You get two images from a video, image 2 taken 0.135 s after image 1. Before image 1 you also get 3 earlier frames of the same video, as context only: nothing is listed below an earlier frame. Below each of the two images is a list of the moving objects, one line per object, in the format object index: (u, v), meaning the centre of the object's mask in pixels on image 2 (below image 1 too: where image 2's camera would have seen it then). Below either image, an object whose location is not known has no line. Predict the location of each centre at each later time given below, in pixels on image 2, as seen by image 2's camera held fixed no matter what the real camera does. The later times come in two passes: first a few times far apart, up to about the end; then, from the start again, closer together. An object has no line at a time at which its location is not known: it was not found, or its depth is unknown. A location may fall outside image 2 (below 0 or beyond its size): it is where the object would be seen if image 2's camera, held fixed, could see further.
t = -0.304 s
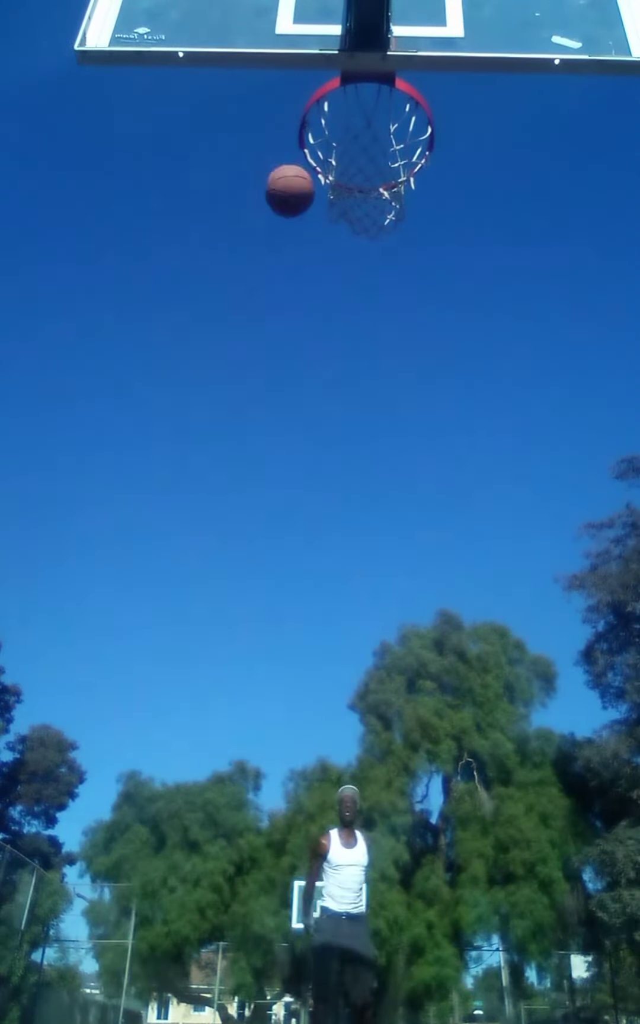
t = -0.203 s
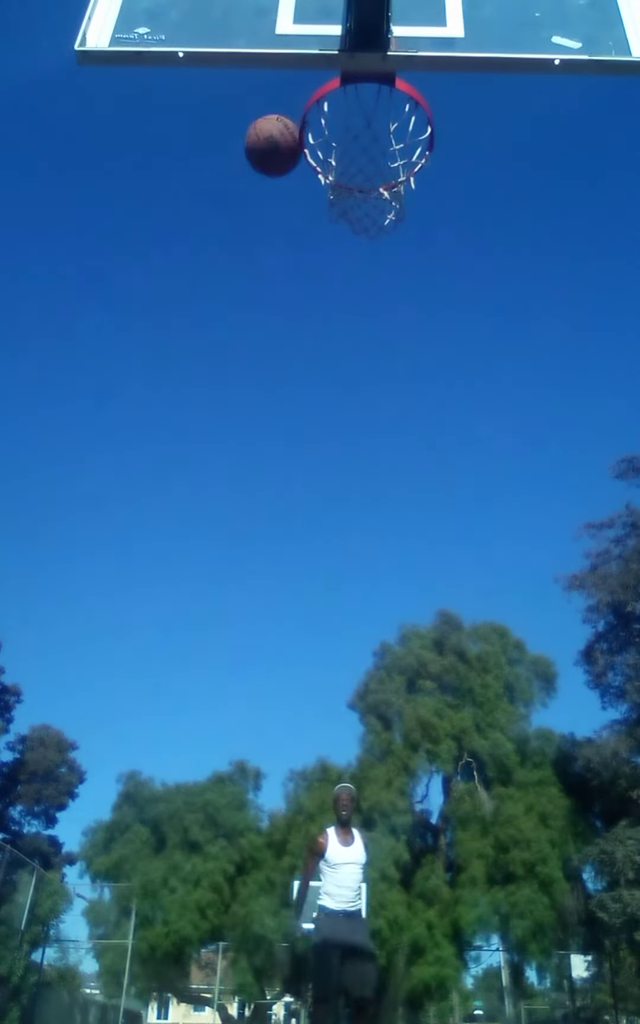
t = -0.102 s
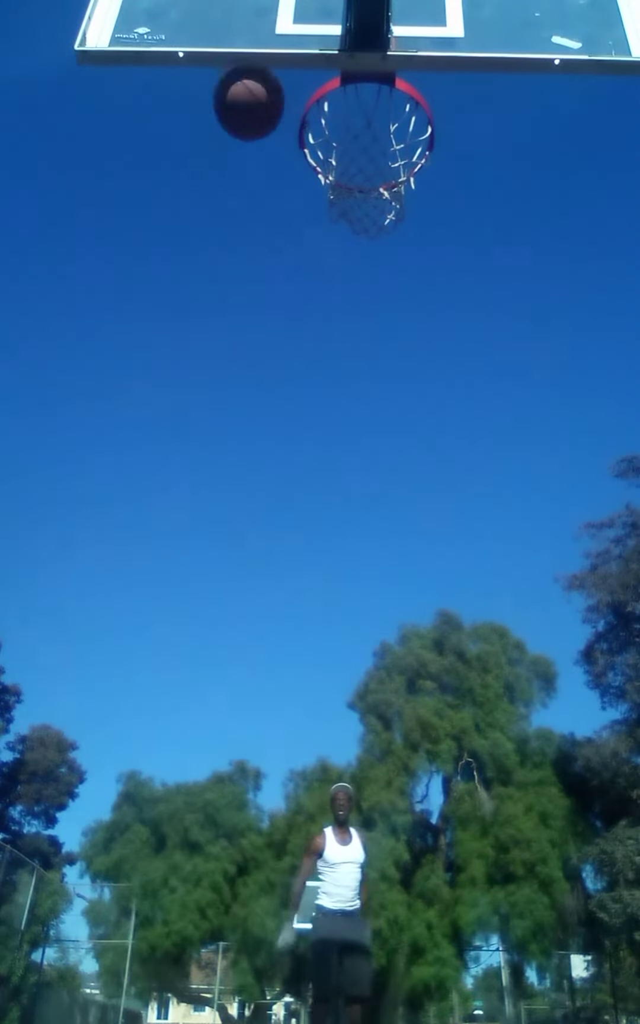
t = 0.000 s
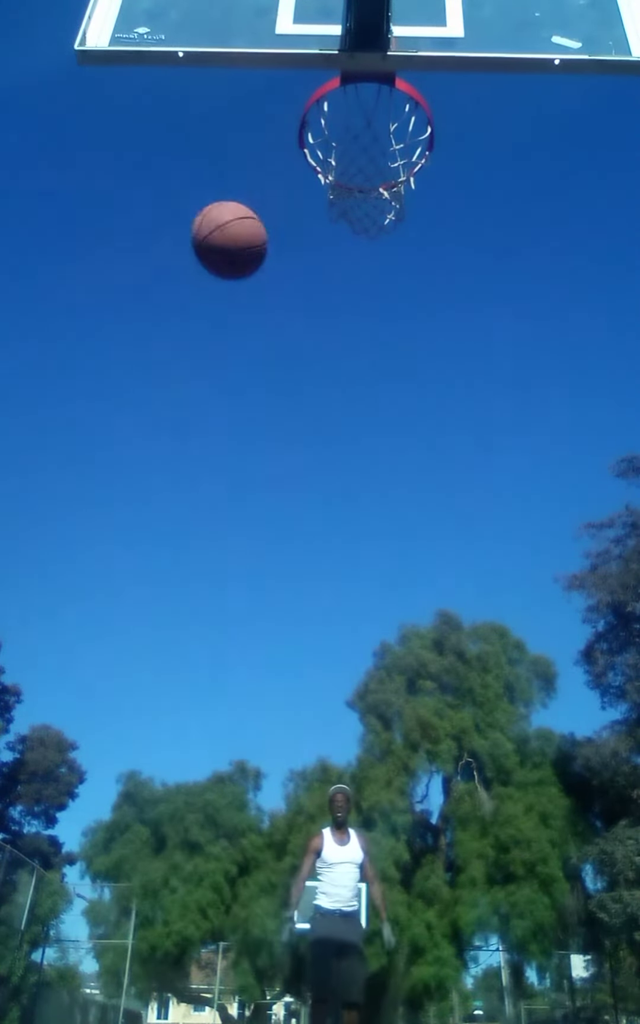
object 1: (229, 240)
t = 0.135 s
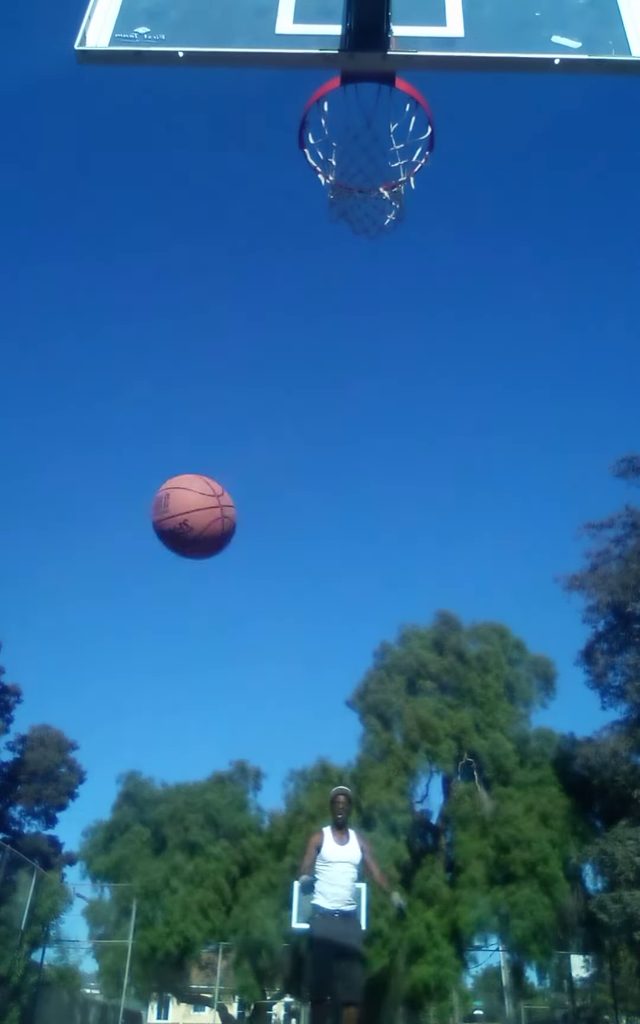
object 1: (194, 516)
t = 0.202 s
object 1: (169, 700)
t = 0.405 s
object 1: (158, 814)
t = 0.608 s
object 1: (202, 560)
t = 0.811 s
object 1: (218, 488)
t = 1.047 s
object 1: (222, 507)
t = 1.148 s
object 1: (220, 540)
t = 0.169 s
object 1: (182, 603)
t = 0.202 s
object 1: (169, 700)
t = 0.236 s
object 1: (154, 809)
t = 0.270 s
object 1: (136, 934)
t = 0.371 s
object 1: (146, 894)
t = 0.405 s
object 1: (158, 814)
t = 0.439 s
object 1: (170, 749)
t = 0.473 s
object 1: (179, 696)
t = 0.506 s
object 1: (186, 651)
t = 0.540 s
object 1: (192, 615)
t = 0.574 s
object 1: (197, 585)
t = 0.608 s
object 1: (202, 560)
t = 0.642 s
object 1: (206, 540)
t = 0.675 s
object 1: (209, 523)
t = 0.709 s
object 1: (212, 510)
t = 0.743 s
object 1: (214, 500)
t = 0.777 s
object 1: (216, 493)
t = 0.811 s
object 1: (218, 488)
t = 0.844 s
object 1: (219, 485)
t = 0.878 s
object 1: (220, 484)
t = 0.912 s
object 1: (221, 485)
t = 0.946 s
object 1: (222, 487)
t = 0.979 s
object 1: (222, 493)
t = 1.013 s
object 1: (222, 499)
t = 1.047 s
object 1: (222, 507)
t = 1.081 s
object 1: (221, 516)
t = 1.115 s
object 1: (221, 527)
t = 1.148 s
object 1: (220, 540)
